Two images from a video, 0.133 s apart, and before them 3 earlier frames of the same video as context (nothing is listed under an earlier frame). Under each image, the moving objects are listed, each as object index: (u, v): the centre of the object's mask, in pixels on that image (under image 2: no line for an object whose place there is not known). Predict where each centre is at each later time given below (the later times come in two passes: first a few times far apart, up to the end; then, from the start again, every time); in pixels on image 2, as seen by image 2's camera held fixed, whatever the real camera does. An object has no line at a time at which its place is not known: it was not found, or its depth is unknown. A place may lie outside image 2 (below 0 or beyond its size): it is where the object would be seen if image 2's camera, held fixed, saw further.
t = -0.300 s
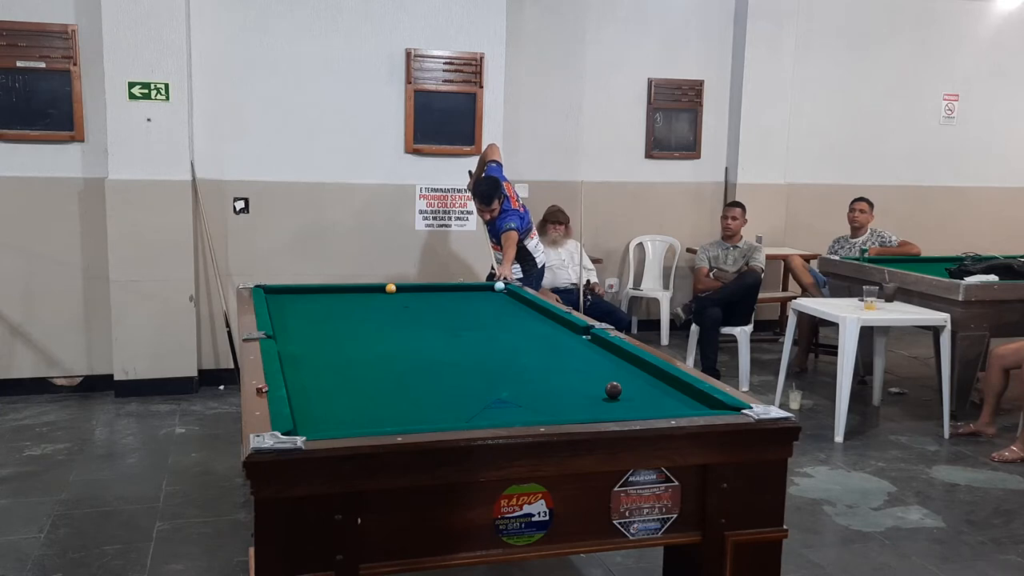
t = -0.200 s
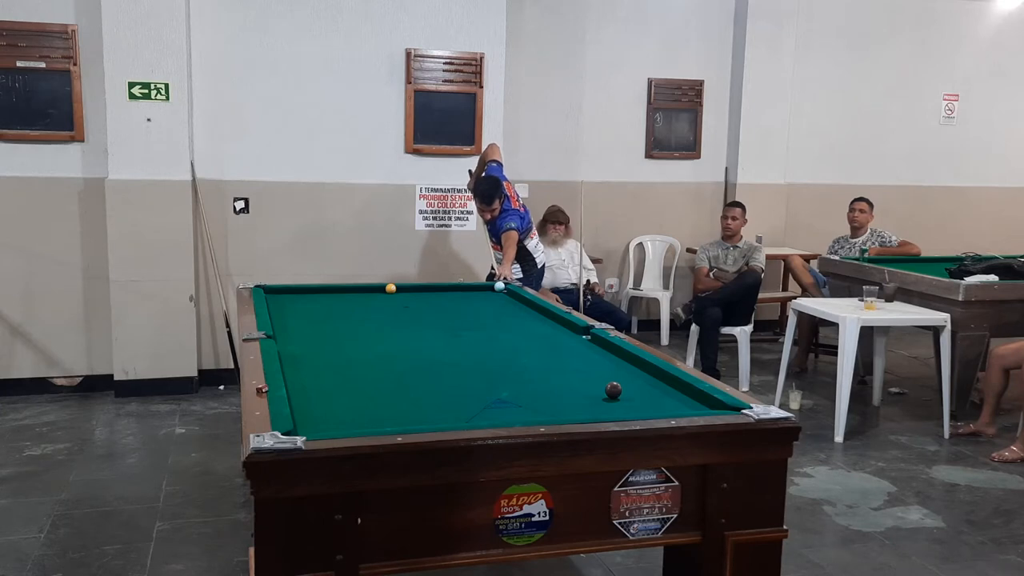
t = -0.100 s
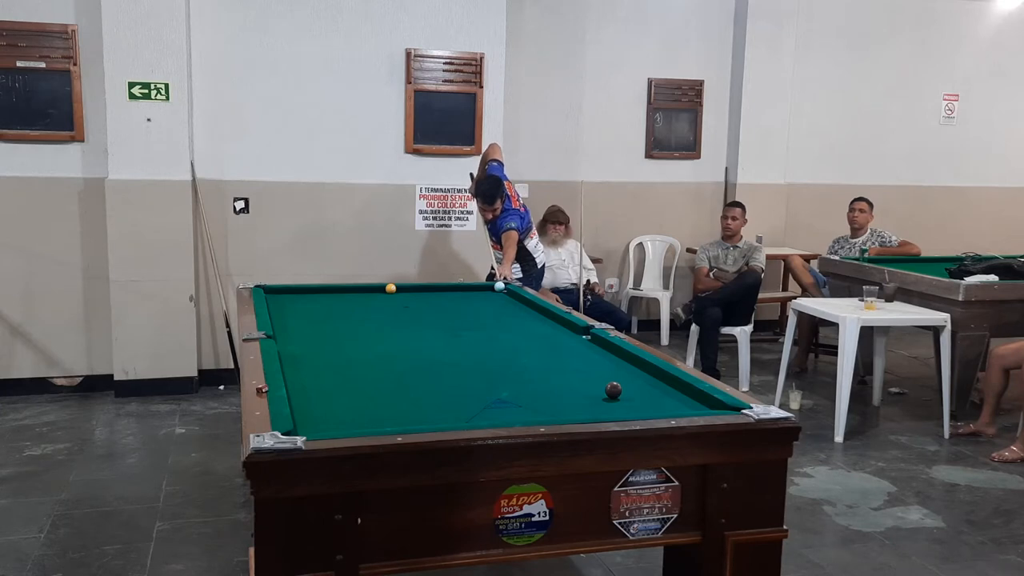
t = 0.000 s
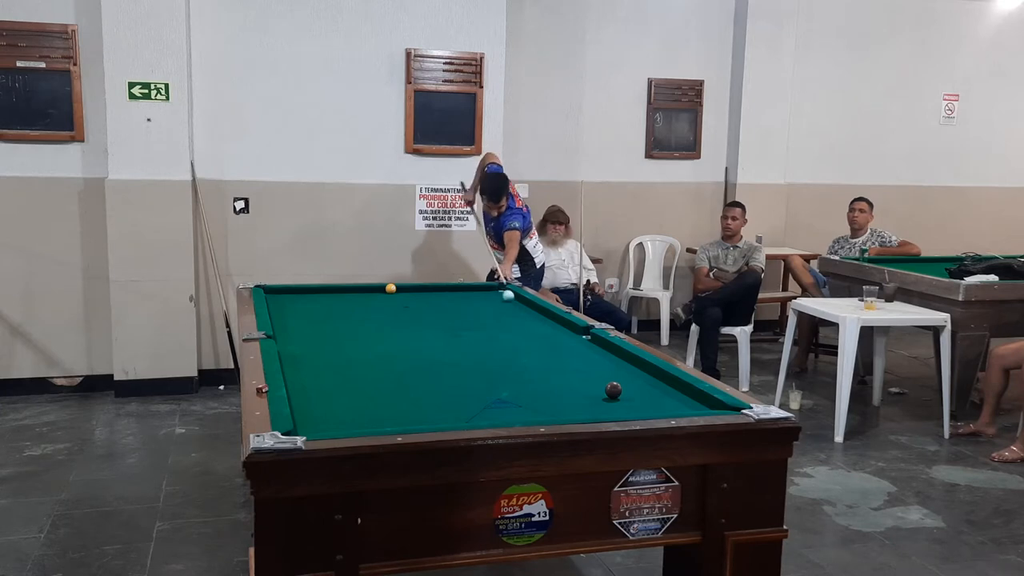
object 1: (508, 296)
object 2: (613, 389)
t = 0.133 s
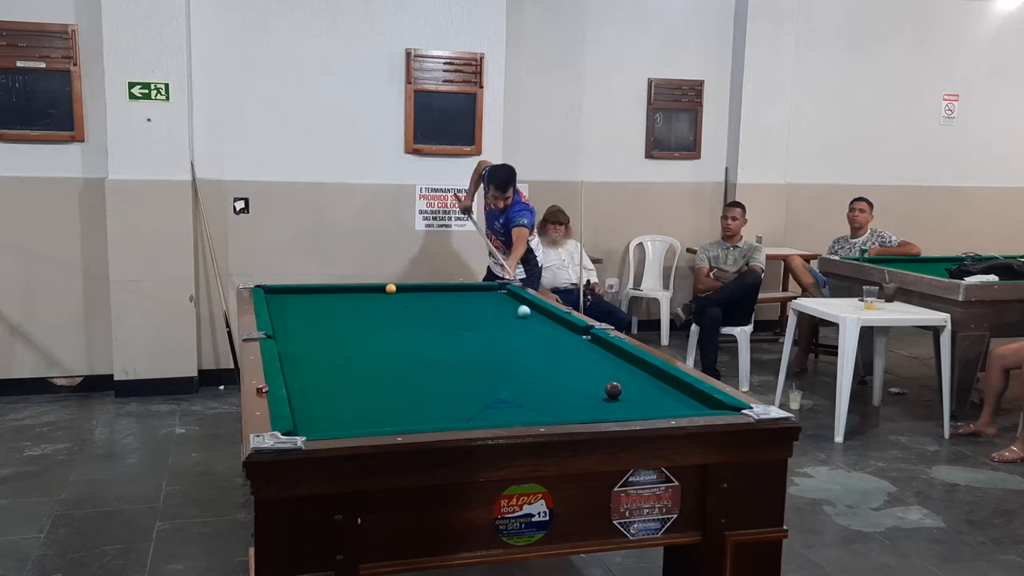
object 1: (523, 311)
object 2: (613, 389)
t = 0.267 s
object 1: (543, 329)
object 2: (613, 389)
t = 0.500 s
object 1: (588, 368)
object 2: (613, 389)
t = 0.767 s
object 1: (623, 394)
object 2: (612, 406)
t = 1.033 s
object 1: (645, 383)
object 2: (539, 411)
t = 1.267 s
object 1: (665, 380)
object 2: (482, 405)
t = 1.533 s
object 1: (647, 375)
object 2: (422, 396)
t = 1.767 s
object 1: (630, 371)
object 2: (375, 389)
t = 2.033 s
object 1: (613, 368)
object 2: (326, 382)
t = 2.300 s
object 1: (597, 364)
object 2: (296, 376)
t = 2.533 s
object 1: (586, 361)
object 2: (316, 368)
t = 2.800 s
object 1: (574, 359)
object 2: (337, 361)
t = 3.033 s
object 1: (566, 357)
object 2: (354, 355)
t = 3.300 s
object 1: (557, 355)
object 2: (370, 349)
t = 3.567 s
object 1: (551, 353)
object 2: (385, 344)
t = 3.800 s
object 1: (547, 352)
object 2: (396, 340)
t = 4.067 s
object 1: (544, 350)
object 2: (408, 336)
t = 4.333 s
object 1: (542, 349)
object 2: (418, 332)
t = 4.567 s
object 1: (540, 349)
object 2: (426, 330)
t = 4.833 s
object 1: (540, 349)
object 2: (434, 327)
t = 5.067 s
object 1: (540, 349)
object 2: (441, 325)
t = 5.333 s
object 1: (540, 349)
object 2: (447, 322)
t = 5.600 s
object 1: (539, 349)
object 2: (453, 321)
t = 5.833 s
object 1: (539, 349)
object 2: (457, 319)
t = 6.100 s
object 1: (539, 349)
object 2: (461, 318)
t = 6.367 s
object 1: (539, 349)
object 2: (464, 317)
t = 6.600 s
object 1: (539, 349)
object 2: (467, 316)
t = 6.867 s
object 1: (539, 349)
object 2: (468, 316)
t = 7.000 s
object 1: (540, 349)
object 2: (469, 316)
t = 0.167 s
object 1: (528, 316)
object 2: (613, 389)
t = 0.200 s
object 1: (532, 320)
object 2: (613, 389)
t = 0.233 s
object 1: (537, 324)
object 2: (613, 389)
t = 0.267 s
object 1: (543, 329)
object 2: (613, 389)
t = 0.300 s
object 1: (548, 333)
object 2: (613, 389)
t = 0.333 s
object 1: (554, 338)
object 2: (613, 389)
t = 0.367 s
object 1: (560, 344)
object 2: (613, 389)
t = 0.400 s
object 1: (566, 349)
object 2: (613, 389)
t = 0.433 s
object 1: (573, 355)
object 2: (613, 389)
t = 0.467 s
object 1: (580, 361)
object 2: (613, 389)
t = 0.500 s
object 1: (588, 368)
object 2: (613, 389)
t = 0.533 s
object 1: (596, 375)
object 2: (613, 389)
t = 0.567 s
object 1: (603, 381)
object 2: (614, 389)
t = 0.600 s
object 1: (609, 386)
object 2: (622, 395)
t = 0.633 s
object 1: (611, 389)
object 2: (634, 406)
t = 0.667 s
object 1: (614, 391)
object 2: (643, 410)
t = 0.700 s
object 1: (617, 394)
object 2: (632, 407)
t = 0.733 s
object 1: (620, 394)
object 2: (621, 402)
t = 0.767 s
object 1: (623, 394)
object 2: (612, 406)
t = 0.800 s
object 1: (625, 392)
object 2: (603, 409)
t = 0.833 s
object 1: (628, 390)
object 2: (594, 411)
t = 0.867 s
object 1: (631, 388)
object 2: (584, 413)
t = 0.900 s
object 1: (634, 387)
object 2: (573, 413)
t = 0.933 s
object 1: (636, 386)
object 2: (564, 412)
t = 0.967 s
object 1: (639, 384)
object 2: (556, 412)
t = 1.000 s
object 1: (642, 384)
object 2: (547, 412)
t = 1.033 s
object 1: (645, 383)
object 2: (539, 411)
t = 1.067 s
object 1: (648, 383)
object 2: (530, 411)
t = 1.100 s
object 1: (651, 382)
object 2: (522, 410)
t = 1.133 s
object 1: (654, 382)
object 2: (514, 409)
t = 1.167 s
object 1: (657, 381)
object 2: (506, 408)
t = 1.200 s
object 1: (660, 381)
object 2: (498, 407)
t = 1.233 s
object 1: (662, 380)
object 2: (490, 406)
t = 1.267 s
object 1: (665, 380)
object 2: (482, 405)
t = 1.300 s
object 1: (667, 379)
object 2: (474, 403)
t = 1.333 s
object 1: (663, 379)
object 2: (466, 402)
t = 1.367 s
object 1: (661, 378)
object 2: (459, 402)
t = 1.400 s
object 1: (658, 377)
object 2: (451, 400)
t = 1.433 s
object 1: (655, 377)
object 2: (444, 399)
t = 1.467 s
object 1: (653, 376)
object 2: (437, 398)
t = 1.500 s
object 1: (650, 376)
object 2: (429, 397)
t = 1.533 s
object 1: (647, 375)
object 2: (422, 396)
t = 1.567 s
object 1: (645, 374)
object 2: (415, 395)
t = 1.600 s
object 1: (642, 374)
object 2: (408, 394)
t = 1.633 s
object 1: (640, 373)
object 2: (402, 393)
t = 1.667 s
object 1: (637, 373)
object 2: (395, 392)
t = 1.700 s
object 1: (635, 372)
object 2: (388, 391)
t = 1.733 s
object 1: (632, 372)
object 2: (382, 390)
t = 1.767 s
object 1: (630, 371)
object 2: (375, 389)
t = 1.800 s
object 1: (628, 371)
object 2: (368, 388)
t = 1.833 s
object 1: (625, 370)
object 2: (362, 388)
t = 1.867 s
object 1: (623, 370)
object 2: (356, 387)
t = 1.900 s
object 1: (621, 369)
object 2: (350, 386)
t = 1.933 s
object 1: (619, 369)
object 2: (344, 385)
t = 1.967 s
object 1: (617, 368)
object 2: (338, 384)
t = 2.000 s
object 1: (615, 368)
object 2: (332, 383)
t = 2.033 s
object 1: (613, 368)
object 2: (326, 382)
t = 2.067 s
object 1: (611, 367)
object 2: (320, 382)
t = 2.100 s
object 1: (608, 366)
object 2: (314, 381)
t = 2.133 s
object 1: (607, 366)
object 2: (309, 380)
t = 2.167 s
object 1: (605, 366)
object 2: (303, 379)
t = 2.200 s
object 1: (603, 365)
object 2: (297, 378)
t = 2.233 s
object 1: (601, 365)
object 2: (292, 377)
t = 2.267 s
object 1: (599, 364)
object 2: (292, 377)
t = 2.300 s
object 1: (597, 364)
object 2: (296, 376)
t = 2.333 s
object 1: (596, 364)
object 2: (299, 374)
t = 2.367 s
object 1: (594, 363)
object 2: (302, 373)
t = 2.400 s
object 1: (592, 363)
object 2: (305, 372)
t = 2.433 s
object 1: (591, 363)
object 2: (308, 371)
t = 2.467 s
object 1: (589, 362)
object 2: (311, 370)
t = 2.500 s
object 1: (587, 362)
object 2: (313, 369)
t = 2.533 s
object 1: (586, 361)
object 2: (316, 368)
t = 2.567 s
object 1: (584, 361)
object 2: (319, 367)
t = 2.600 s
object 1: (583, 361)
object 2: (322, 366)
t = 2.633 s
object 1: (581, 360)
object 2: (325, 365)
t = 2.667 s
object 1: (580, 360)
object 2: (327, 364)
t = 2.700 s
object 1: (578, 360)
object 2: (330, 363)
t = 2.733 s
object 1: (577, 359)
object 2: (332, 362)
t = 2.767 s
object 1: (576, 359)
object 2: (335, 362)
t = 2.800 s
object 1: (574, 359)
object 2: (337, 361)
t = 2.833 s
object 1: (573, 358)
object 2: (340, 360)
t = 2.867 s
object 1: (572, 358)
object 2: (342, 359)
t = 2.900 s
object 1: (570, 358)
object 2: (344, 358)
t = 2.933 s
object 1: (569, 357)
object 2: (347, 357)
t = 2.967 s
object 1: (568, 357)
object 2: (349, 357)
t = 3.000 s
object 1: (567, 357)
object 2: (351, 356)
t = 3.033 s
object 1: (566, 357)
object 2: (354, 355)
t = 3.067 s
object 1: (565, 356)
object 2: (356, 354)
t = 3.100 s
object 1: (563, 356)
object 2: (358, 353)
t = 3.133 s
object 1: (562, 356)
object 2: (360, 353)
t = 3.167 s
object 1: (561, 356)
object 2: (362, 352)
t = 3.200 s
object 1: (560, 355)
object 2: (364, 351)
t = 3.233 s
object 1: (559, 355)
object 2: (366, 351)
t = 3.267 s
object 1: (558, 355)
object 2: (368, 350)
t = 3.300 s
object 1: (557, 355)
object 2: (370, 349)
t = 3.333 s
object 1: (557, 355)
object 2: (372, 349)
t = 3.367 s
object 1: (555, 355)
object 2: (374, 348)
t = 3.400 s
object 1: (554, 354)
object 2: (376, 347)
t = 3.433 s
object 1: (554, 354)
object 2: (378, 347)
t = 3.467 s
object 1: (553, 354)
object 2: (380, 346)
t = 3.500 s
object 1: (552, 353)
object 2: (381, 345)
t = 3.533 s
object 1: (552, 353)
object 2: (383, 345)
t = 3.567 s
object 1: (551, 353)
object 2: (385, 344)
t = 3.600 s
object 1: (550, 353)
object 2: (387, 344)
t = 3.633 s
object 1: (549, 352)
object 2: (388, 343)
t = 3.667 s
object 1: (549, 352)
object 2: (390, 342)
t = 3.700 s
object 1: (548, 352)
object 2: (392, 342)
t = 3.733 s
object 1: (548, 352)
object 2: (393, 341)
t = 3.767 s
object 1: (547, 352)
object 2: (395, 340)
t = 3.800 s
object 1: (547, 352)
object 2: (396, 340)
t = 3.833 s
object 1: (546, 351)
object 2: (398, 340)
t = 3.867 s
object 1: (546, 351)
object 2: (399, 339)
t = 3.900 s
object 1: (545, 351)
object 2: (401, 339)
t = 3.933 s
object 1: (545, 351)
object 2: (402, 338)
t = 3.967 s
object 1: (545, 351)
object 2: (404, 338)
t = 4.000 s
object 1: (544, 351)
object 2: (405, 337)
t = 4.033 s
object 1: (544, 351)
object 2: (406, 336)
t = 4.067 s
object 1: (544, 350)
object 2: (408, 336)
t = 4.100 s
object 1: (543, 350)
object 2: (409, 336)
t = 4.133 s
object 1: (543, 350)
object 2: (410, 335)
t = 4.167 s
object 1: (543, 350)
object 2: (412, 334)
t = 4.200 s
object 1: (543, 350)
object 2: (413, 334)
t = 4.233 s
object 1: (542, 350)
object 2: (414, 334)
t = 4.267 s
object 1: (542, 350)
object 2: (415, 333)
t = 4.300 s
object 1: (542, 350)
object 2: (417, 333)
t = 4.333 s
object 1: (542, 349)
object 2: (418, 332)
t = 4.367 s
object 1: (541, 349)
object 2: (419, 332)
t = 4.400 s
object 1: (541, 349)
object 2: (420, 332)
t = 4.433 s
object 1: (541, 349)
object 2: (422, 331)
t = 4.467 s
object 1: (541, 349)
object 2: (423, 331)
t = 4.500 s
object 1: (541, 349)
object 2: (424, 330)
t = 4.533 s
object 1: (541, 349)
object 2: (425, 330)
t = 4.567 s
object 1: (540, 349)
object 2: (426, 330)
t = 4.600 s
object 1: (540, 349)
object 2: (427, 329)
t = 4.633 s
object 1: (540, 349)
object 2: (429, 329)
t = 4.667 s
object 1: (540, 349)
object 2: (429, 329)
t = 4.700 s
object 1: (540, 349)
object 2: (430, 328)
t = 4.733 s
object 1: (540, 349)
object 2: (431, 328)
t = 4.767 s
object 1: (540, 349)
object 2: (432, 327)
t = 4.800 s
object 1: (540, 349)
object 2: (433, 327)
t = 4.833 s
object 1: (540, 349)
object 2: (434, 327)
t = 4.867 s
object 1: (540, 349)
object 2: (435, 326)
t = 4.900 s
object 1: (540, 349)
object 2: (436, 326)
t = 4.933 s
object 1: (539, 349)
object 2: (437, 326)
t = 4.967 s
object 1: (539, 349)
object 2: (438, 326)
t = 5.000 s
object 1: (539, 349)
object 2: (439, 325)
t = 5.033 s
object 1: (539, 349)
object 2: (440, 325)
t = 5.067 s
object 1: (540, 349)
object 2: (441, 325)
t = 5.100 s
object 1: (540, 349)
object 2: (441, 324)
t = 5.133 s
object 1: (539, 349)
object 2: (442, 324)
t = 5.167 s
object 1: (540, 349)
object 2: (443, 323)
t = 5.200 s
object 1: (540, 349)
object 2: (444, 323)
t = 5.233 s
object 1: (539, 349)
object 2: (445, 323)
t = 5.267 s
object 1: (539, 349)
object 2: (445, 323)
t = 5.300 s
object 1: (539, 349)
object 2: (446, 323)
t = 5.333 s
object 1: (540, 349)
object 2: (447, 322)
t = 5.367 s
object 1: (540, 349)
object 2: (448, 322)
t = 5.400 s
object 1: (540, 349)
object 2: (449, 322)
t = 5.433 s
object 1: (540, 349)
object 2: (449, 322)
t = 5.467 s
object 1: (540, 349)
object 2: (450, 321)
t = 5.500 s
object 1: (540, 349)
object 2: (451, 321)
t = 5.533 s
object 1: (539, 349)
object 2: (451, 321)
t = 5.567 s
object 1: (539, 349)
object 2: (452, 321)
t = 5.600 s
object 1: (539, 349)
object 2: (453, 321)
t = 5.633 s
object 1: (539, 349)
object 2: (453, 320)
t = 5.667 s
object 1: (539, 349)
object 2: (454, 320)
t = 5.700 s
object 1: (539, 349)
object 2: (455, 320)
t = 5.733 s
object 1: (539, 349)
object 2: (455, 320)
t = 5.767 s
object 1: (539, 349)
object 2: (456, 320)
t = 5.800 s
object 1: (539, 349)
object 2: (456, 320)
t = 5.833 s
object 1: (539, 349)
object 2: (457, 319)
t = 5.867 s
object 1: (539, 349)
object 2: (458, 319)
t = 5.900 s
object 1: (540, 349)
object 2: (458, 319)
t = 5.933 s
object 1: (539, 349)
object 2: (459, 319)
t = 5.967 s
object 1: (540, 349)
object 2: (459, 319)
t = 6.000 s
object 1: (540, 349)
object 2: (460, 318)
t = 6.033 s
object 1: (540, 349)
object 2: (460, 318)
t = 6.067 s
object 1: (540, 349)
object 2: (461, 318)
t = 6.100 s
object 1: (539, 349)
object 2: (461, 318)
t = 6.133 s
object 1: (540, 349)
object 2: (462, 318)
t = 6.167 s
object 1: (540, 349)
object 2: (462, 318)
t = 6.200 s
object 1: (539, 349)
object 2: (462, 318)
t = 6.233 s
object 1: (539, 349)
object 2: (463, 318)
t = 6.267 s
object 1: (539, 349)
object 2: (463, 317)
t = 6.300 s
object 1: (539, 349)
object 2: (463, 317)
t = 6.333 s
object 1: (539, 349)
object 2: (464, 317)
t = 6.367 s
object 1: (539, 349)
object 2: (464, 317)
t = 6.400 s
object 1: (539, 349)
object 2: (465, 317)
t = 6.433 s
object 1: (539, 349)
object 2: (465, 317)
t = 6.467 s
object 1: (540, 349)
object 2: (466, 316)
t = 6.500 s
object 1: (539, 349)
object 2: (465, 317)
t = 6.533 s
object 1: (539, 349)
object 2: (466, 316)
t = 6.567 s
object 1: (539, 349)
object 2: (466, 316)
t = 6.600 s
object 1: (539, 349)
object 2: (467, 316)
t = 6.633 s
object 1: (539, 349)
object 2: (467, 316)
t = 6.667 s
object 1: (540, 349)
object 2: (467, 316)
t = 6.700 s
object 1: (539, 349)
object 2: (468, 316)
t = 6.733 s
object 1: (539, 349)
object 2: (467, 316)
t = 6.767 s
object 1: (540, 349)
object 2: (468, 316)
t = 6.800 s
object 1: (539, 349)
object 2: (468, 316)
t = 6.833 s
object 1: (540, 349)
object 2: (468, 316)
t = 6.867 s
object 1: (539, 349)
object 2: (468, 316)
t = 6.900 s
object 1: (540, 349)
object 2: (469, 316)
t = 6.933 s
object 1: (539, 349)
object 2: (468, 316)
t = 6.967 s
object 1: (540, 349)
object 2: (469, 316)
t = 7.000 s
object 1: (540, 349)
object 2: (469, 316)
